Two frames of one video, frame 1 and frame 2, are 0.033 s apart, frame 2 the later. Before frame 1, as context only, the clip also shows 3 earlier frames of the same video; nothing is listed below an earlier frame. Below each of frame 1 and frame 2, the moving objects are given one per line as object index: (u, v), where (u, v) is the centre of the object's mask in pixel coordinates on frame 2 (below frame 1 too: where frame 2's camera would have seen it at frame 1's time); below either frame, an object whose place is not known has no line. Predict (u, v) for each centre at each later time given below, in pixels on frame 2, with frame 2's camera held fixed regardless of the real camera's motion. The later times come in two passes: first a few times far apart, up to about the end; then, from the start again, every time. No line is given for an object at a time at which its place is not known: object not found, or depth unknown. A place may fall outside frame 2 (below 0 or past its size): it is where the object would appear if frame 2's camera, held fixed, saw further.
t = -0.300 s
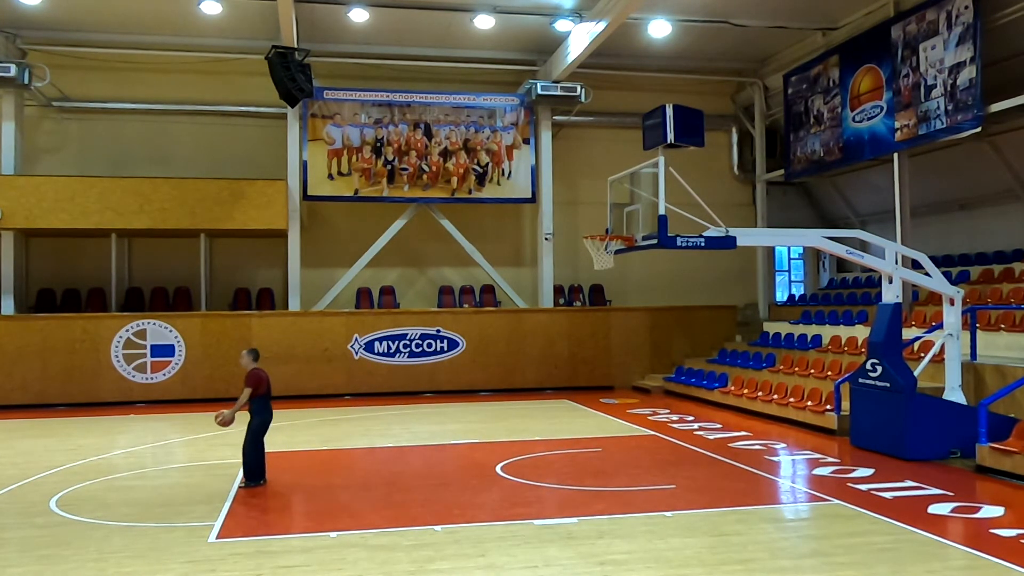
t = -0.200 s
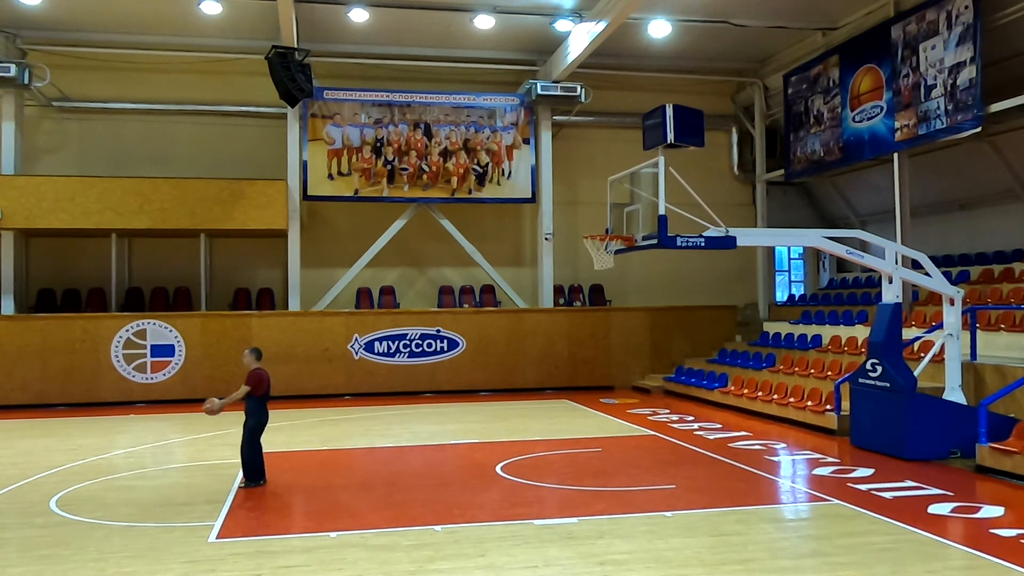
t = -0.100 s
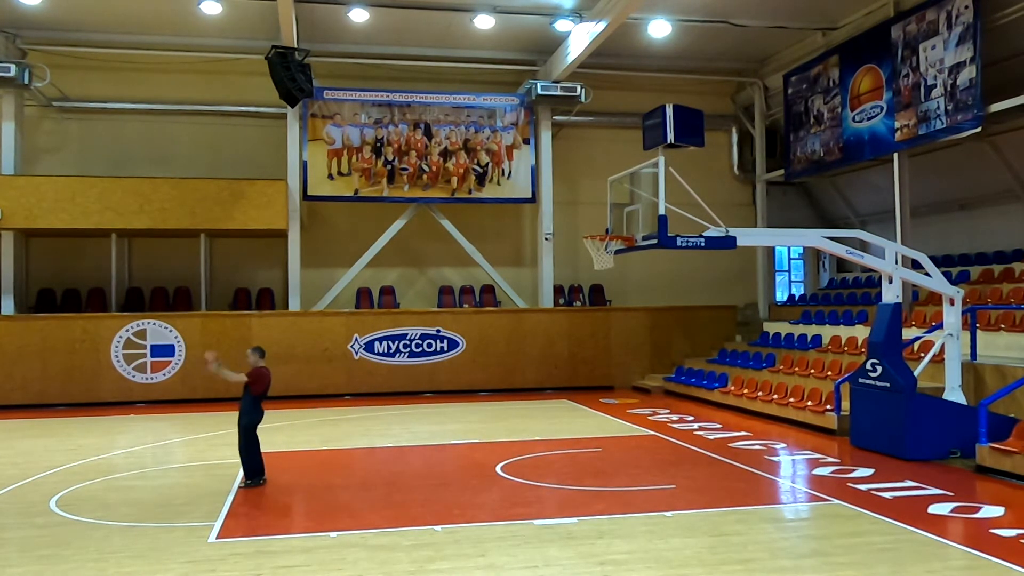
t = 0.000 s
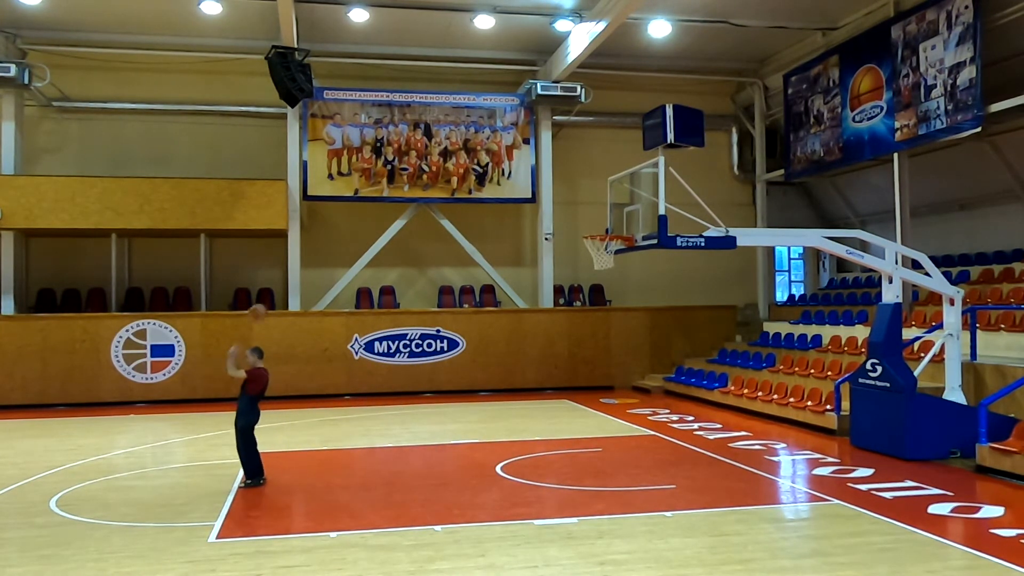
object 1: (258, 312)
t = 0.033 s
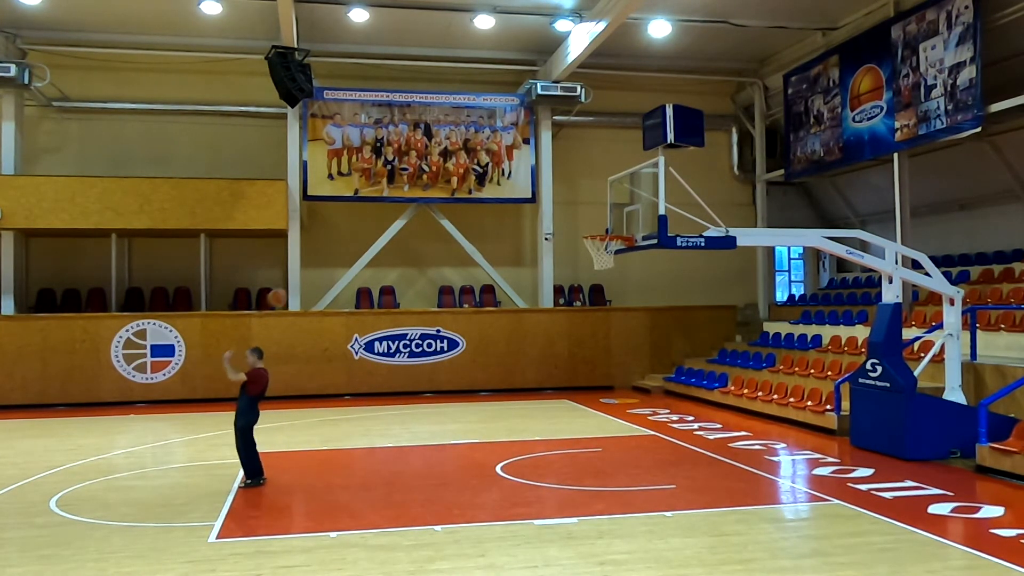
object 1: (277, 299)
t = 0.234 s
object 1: (373, 240)
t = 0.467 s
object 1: (477, 216)
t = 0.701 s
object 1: (575, 233)
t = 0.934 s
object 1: (524, 256)
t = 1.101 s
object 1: (480, 299)
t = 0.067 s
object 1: (292, 287)
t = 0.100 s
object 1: (307, 277)
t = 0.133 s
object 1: (327, 264)
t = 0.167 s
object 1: (341, 257)
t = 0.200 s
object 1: (355, 249)
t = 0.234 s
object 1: (373, 240)
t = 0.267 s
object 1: (387, 235)
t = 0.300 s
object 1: (401, 230)
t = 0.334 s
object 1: (418, 224)
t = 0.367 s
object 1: (433, 222)
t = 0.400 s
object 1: (445, 219)
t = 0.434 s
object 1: (464, 216)
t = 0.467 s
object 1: (477, 216)
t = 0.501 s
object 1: (490, 216)
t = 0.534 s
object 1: (507, 216)
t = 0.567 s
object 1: (520, 218)
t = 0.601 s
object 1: (533, 221)
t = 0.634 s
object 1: (549, 226)
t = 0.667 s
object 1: (562, 230)
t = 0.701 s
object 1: (575, 233)
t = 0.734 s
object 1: (576, 236)
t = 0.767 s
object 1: (568, 237)
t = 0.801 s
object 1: (561, 239)
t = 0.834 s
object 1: (550, 243)
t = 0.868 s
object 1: (543, 246)
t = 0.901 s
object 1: (535, 250)
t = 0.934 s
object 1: (524, 256)
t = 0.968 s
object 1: (517, 262)
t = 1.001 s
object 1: (507, 269)
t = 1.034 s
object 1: (495, 282)
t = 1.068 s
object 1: (487, 291)
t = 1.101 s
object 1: (480, 299)
